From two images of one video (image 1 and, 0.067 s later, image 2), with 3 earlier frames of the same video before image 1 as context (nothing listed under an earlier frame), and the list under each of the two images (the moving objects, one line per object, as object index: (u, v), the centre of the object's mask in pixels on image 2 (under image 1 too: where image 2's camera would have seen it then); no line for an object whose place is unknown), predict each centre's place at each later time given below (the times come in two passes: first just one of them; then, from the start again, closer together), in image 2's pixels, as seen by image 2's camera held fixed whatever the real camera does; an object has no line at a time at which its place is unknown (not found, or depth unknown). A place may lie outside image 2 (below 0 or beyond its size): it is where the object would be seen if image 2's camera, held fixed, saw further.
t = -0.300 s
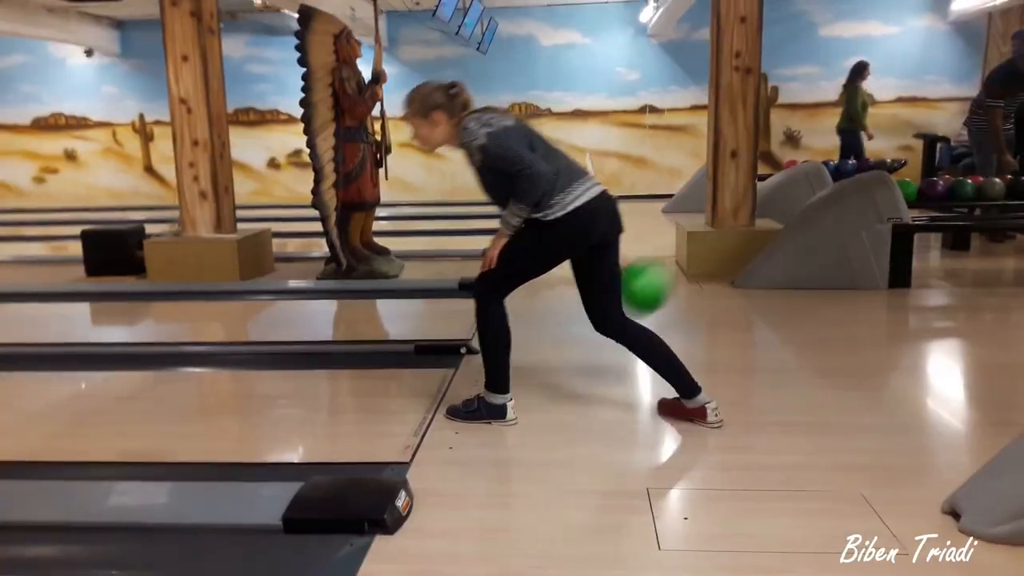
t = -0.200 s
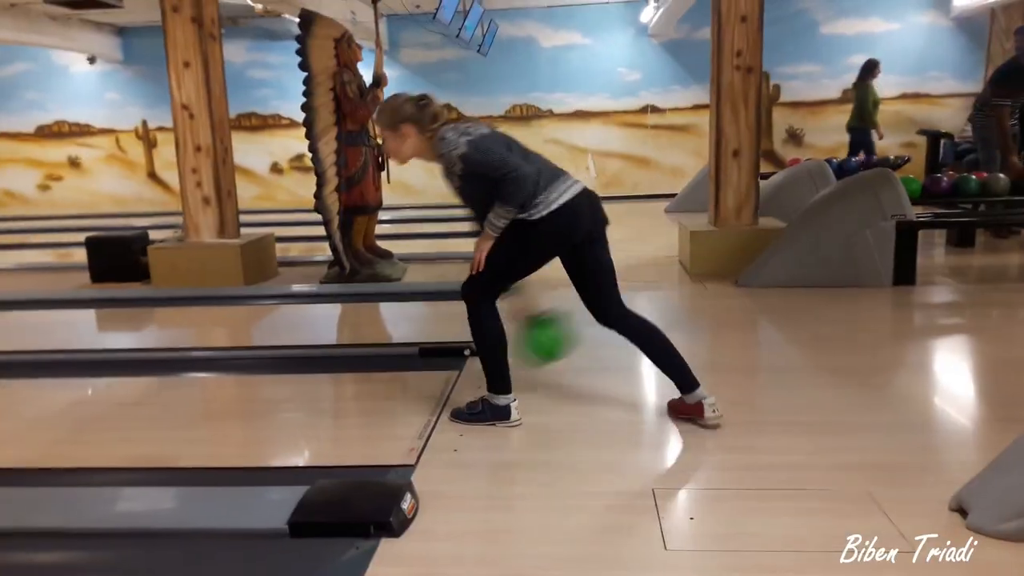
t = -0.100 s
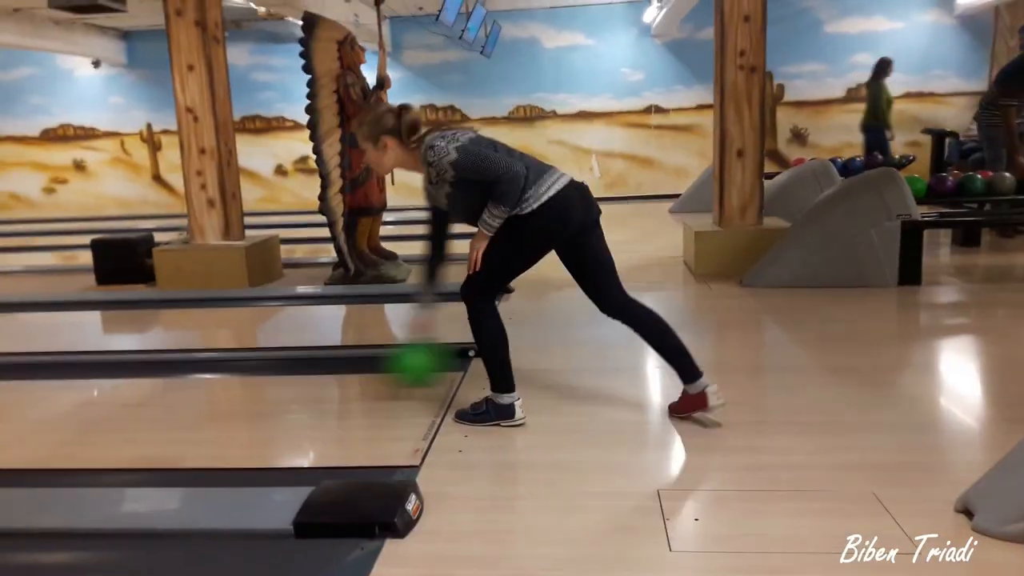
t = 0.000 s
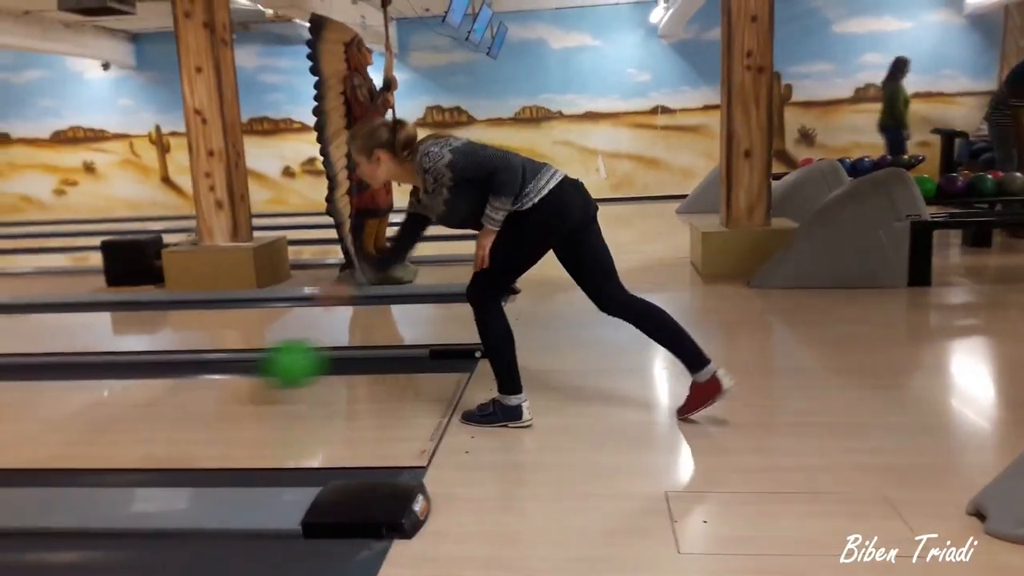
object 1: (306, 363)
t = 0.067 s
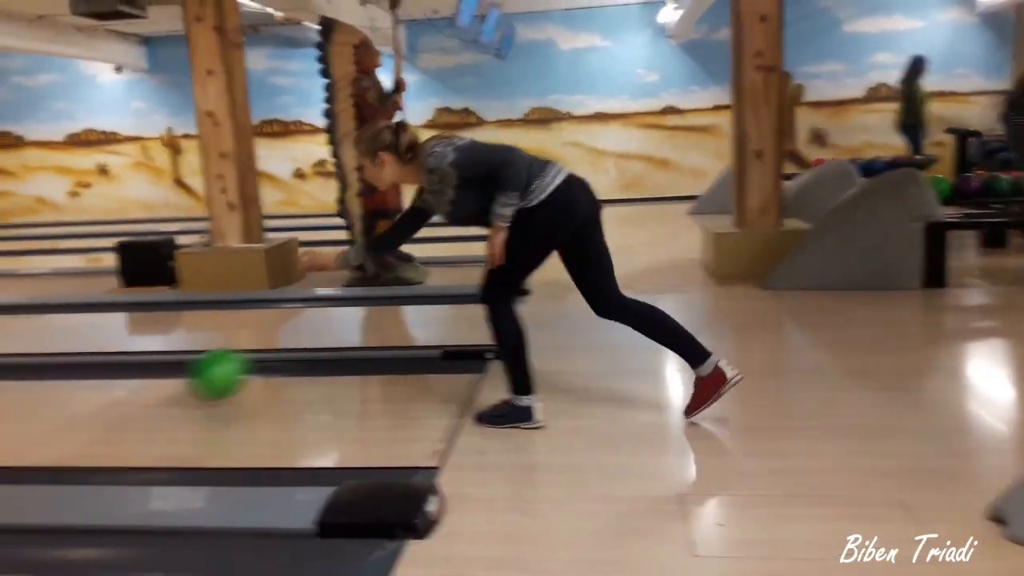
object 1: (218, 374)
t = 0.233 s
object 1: (12, 386)
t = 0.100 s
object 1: (177, 383)
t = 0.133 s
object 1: (135, 382)
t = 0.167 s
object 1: (93, 384)
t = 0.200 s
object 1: (53, 385)
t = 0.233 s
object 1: (12, 386)
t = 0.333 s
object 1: (-107, 390)
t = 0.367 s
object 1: (-147, 391)
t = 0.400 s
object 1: (-185, 392)
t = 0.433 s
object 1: (-221, 393)
